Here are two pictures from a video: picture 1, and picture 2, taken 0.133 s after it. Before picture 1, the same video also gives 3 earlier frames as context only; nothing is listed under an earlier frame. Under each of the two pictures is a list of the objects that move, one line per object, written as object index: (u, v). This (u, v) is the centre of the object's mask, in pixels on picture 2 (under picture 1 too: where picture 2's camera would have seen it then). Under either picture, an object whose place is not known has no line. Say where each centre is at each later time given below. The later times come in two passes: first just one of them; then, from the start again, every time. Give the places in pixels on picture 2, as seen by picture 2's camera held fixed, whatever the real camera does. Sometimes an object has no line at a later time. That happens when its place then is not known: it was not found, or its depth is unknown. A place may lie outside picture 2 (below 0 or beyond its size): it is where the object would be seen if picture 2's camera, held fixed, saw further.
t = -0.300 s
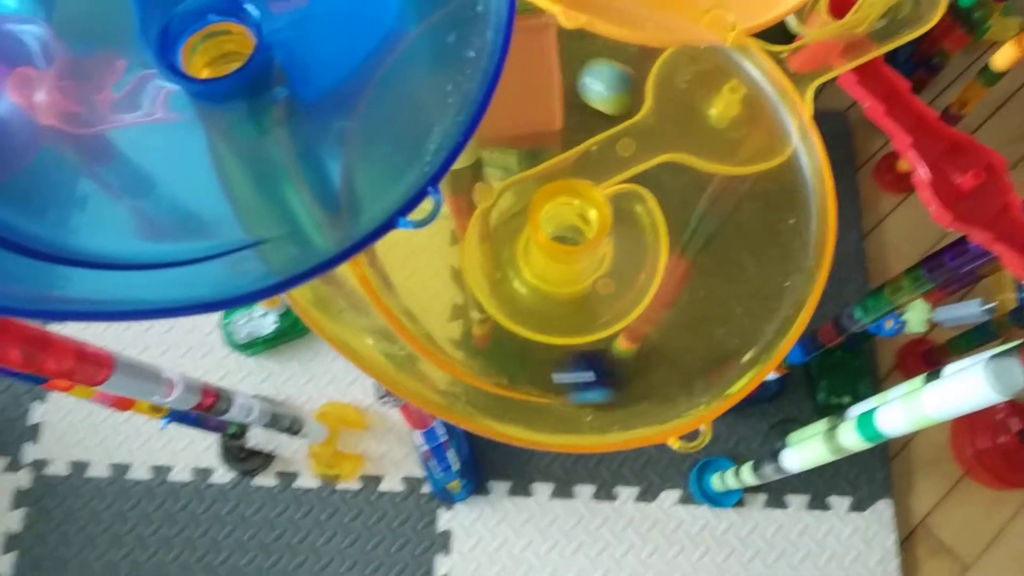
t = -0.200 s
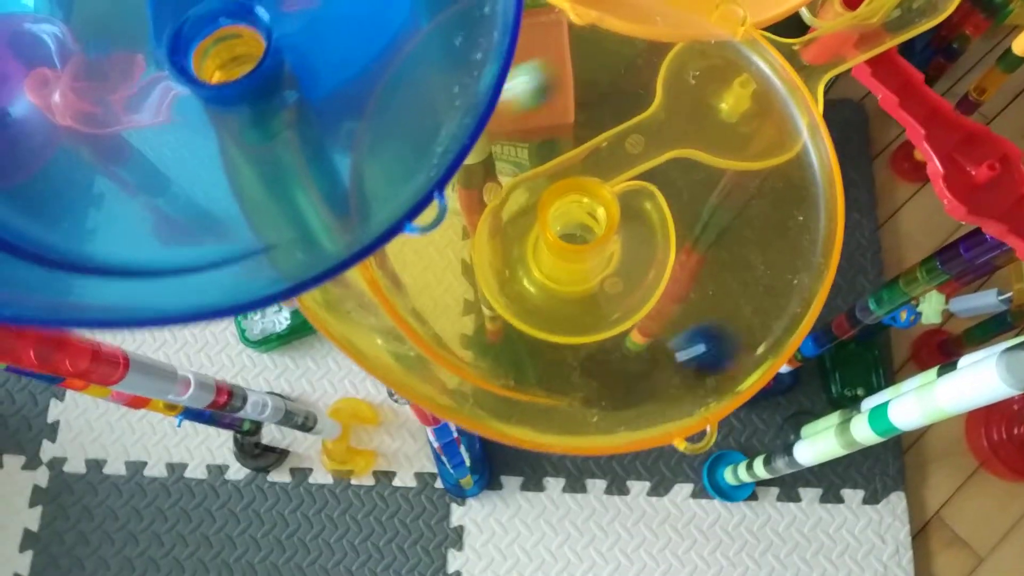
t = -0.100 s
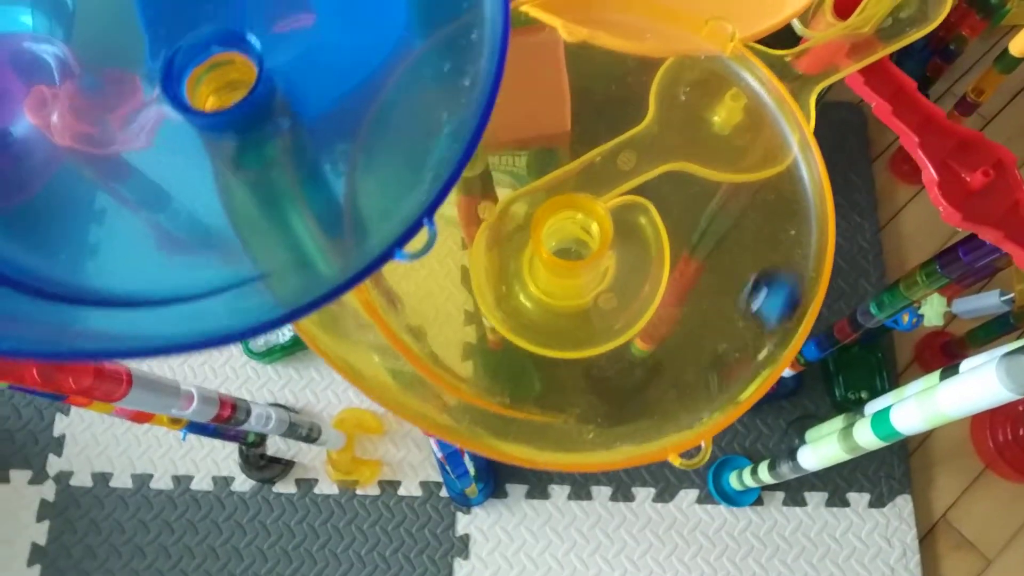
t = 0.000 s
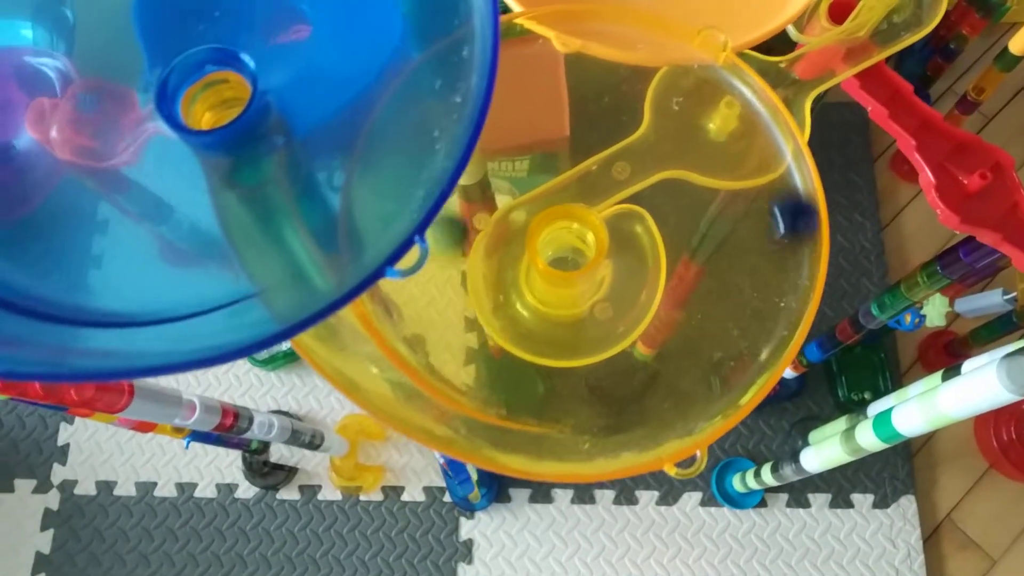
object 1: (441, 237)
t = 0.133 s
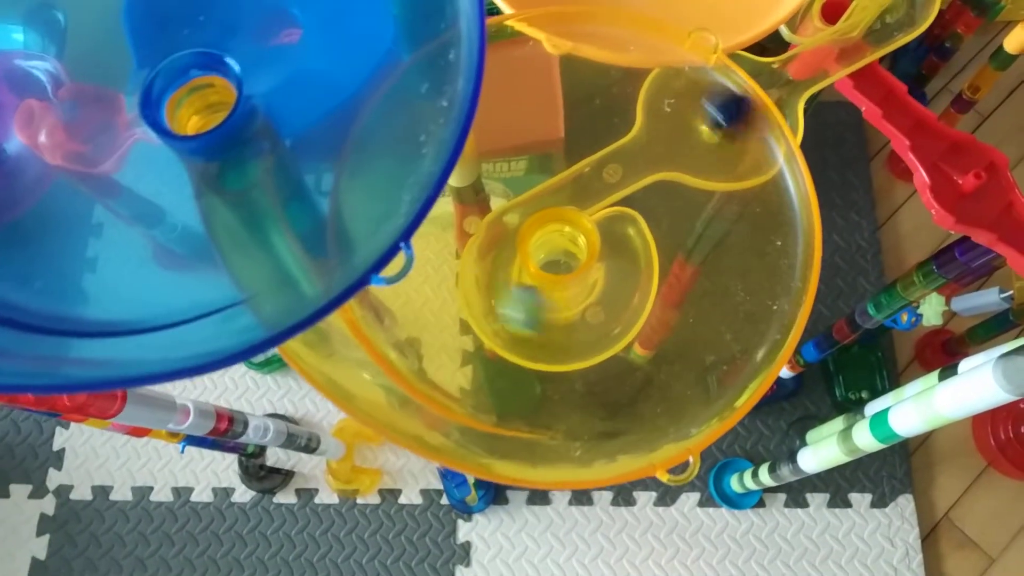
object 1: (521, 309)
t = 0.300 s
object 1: (658, 246)
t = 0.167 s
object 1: (553, 311)
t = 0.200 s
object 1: (586, 305)
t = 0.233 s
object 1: (616, 291)
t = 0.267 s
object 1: (641, 269)
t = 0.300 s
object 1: (658, 246)
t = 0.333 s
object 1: (666, 219)
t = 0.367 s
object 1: (666, 199)
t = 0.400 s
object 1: (661, 174)
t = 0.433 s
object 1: (652, 151)
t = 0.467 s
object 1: (635, 135)
